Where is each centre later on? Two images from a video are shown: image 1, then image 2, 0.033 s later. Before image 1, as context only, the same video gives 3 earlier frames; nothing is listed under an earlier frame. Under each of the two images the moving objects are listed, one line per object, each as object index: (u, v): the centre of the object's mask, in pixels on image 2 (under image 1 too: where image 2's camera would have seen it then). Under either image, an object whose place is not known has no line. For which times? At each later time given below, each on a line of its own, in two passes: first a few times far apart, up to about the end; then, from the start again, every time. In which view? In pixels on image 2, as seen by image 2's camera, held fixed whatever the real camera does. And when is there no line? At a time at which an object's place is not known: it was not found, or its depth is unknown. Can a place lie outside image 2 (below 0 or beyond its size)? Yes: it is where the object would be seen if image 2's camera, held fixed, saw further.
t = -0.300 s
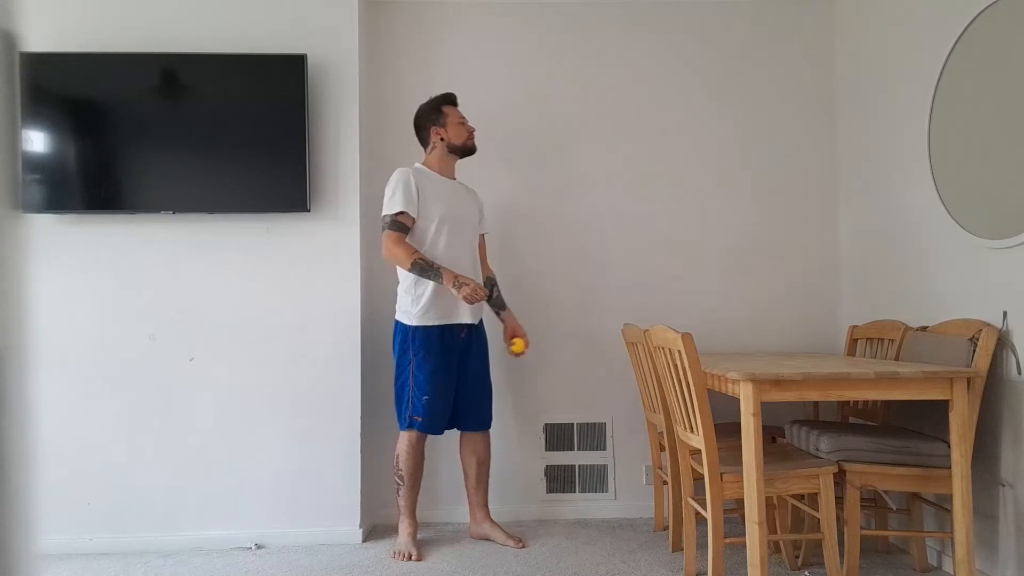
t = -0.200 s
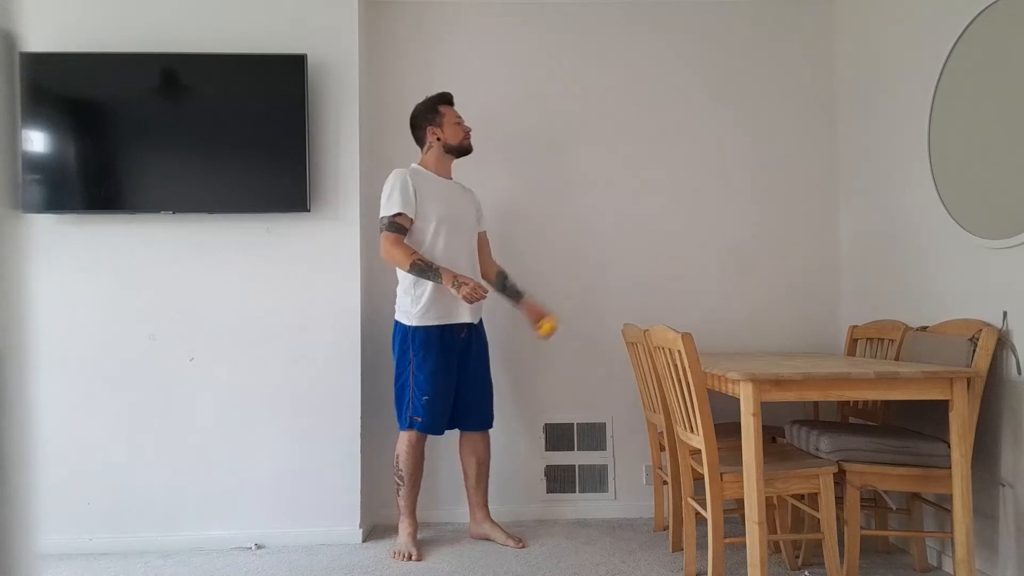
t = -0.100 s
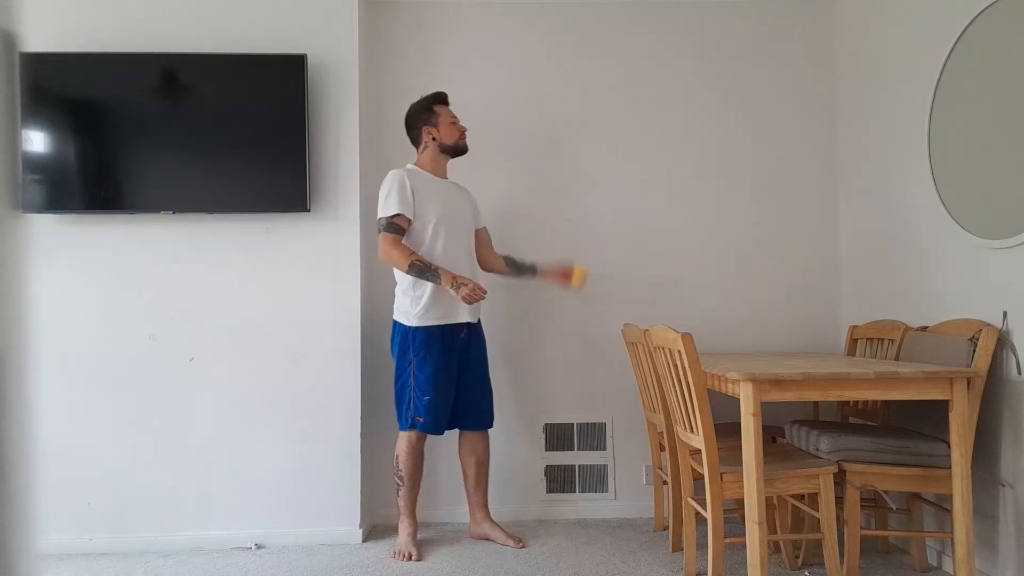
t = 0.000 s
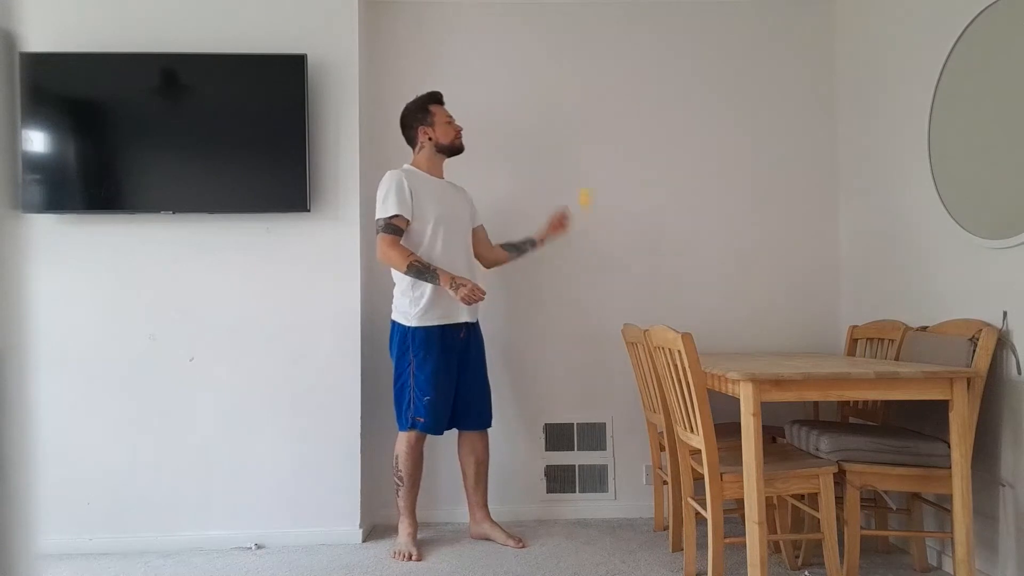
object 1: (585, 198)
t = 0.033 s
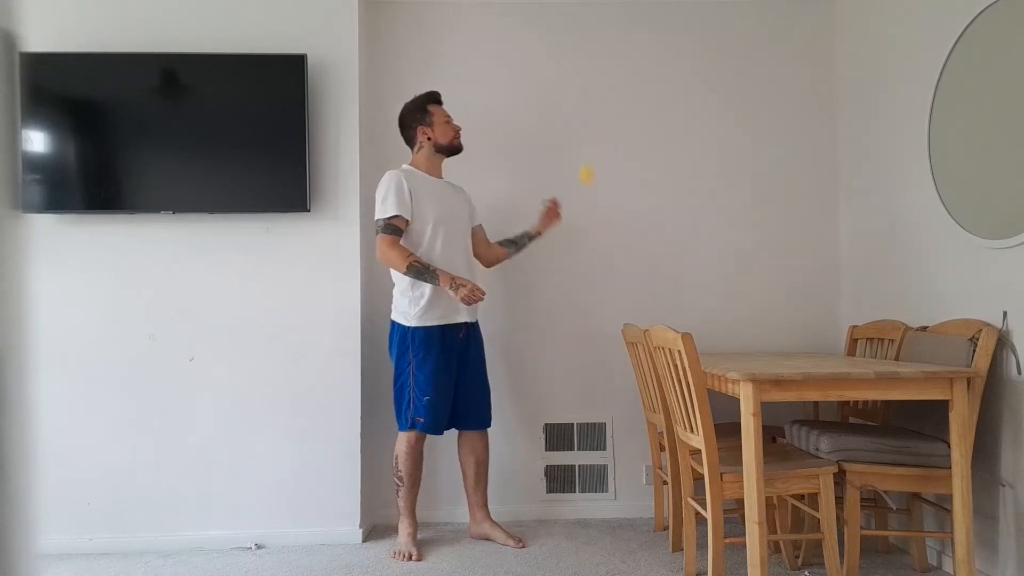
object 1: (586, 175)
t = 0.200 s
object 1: (591, 97)
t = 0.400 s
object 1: (598, 87)
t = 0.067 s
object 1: (587, 154)
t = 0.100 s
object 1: (588, 136)
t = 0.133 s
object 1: (589, 120)
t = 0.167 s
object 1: (590, 107)
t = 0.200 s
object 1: (591, 97)
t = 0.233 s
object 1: (592, 89)
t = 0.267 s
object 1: (593, 83)
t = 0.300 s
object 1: (594, 81)
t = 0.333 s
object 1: (596, 80)
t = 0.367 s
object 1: (597, 82)
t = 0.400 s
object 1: (598, 87)
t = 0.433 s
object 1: (600, 94)
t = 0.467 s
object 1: (601, 106)
